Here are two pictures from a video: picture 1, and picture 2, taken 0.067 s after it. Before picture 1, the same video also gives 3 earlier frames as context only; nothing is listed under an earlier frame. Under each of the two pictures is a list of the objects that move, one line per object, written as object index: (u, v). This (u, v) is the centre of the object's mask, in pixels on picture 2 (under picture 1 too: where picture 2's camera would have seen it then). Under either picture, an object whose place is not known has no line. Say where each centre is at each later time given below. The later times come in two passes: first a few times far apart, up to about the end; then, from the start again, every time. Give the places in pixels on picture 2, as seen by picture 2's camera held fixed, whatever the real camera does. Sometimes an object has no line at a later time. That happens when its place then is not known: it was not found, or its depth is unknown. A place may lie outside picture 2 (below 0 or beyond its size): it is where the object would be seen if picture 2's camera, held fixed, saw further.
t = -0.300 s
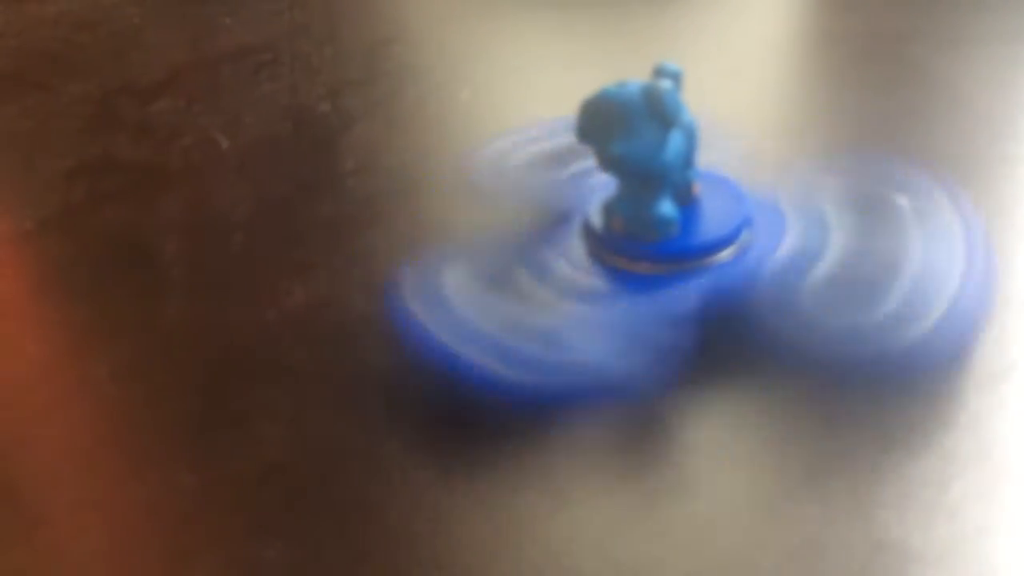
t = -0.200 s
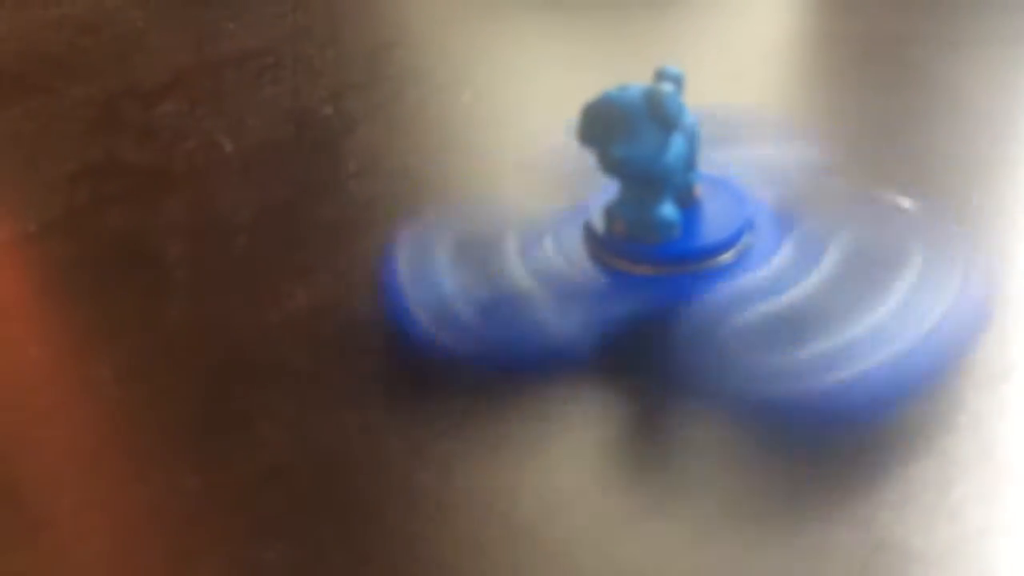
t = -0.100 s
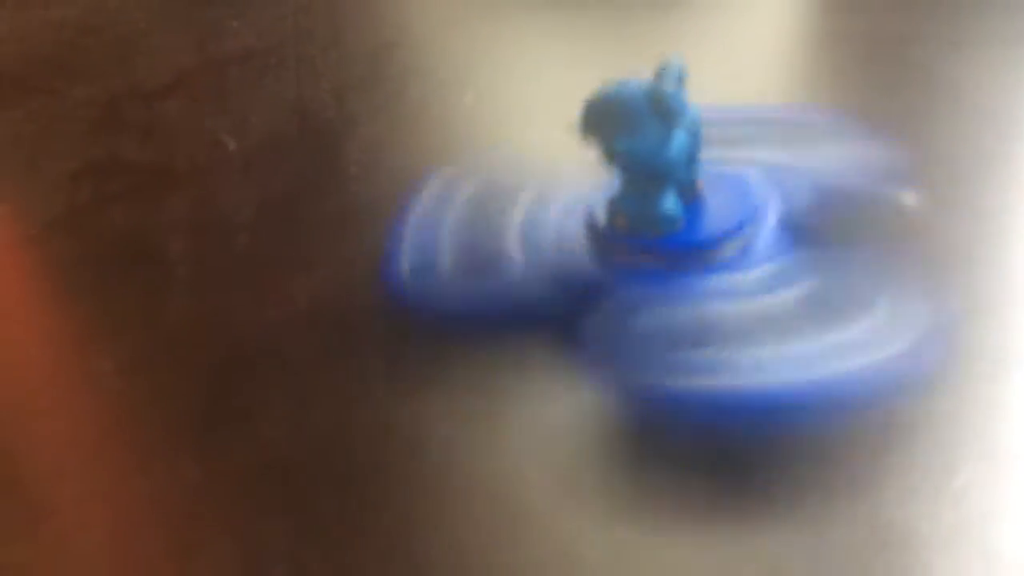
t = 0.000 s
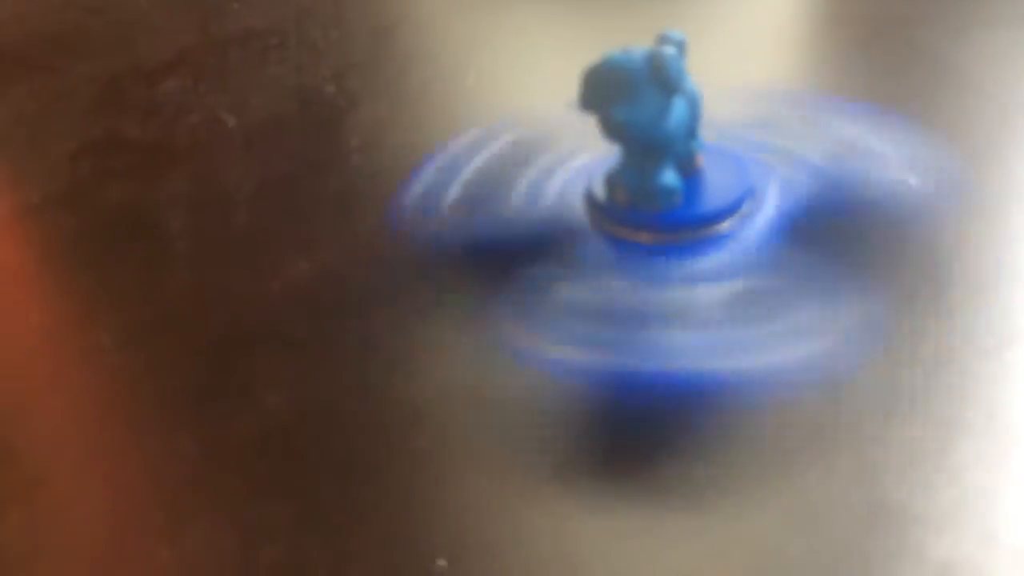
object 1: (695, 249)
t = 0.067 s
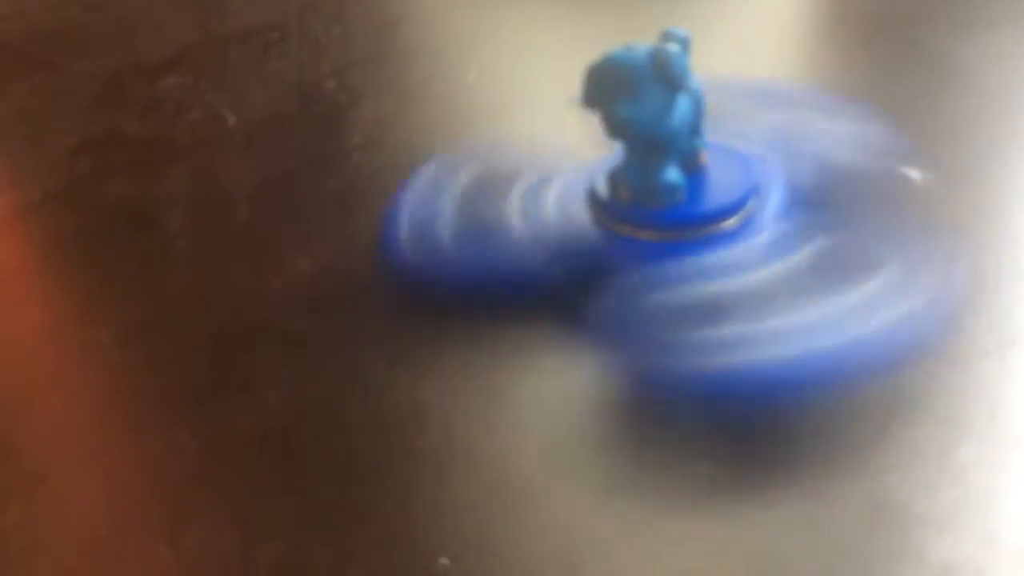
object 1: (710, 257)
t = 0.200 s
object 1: (703, 253)
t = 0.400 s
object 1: (709, 257)
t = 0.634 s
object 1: (713, 260)
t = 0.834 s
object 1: (708, 255)
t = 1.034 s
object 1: (690, 247)
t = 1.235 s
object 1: (711, 260)
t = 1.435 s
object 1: (711, 257)
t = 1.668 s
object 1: (699, 255)
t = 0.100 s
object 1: (690, 248)
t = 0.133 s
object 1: (719, 259)
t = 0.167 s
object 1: (697, 249)
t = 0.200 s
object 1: (703, 253)
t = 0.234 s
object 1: (708, 257)
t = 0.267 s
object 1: (693, 244)
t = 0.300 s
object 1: (712, 258)
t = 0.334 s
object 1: (698, 247)
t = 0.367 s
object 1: (702, 253)
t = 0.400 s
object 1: (709, 257)
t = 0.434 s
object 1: (693, 246)
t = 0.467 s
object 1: (712, 262)
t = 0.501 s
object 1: (699, 251)
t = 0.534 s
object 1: (705, 251)
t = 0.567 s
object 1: (714, 259)
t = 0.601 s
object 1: (695, 248)
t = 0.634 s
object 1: (713, 260)
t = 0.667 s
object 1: (703, 252)
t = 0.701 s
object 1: (700, 251)
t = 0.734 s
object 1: (721, 258)
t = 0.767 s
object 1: (694, 245)
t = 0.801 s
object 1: (710, 257)
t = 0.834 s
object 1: (708, 255)
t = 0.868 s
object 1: (700, 246)
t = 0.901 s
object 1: (720, 260)
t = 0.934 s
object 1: (696, 245)
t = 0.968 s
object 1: (707, 253)
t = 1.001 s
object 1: (710, 259)
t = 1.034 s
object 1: (690, 247)
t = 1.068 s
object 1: (714, 260)
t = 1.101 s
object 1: (699, 250)
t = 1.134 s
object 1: (701, 251)
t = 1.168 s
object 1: (713, 258)
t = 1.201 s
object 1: (692, 247)
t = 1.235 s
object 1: (711, 260)
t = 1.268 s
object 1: (708, 254)
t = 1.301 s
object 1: (698, 246)
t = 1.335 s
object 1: (718, 259)
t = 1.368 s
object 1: (697, 251)
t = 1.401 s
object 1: (703, 252)
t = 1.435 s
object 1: (711, 257)
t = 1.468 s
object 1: (689, 245)
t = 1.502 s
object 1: (710, 258)
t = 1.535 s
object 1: (702, 252)
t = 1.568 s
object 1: (697, 248)
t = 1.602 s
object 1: (715, 258)
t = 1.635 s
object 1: (692, 250)
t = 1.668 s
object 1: (699, 255)
